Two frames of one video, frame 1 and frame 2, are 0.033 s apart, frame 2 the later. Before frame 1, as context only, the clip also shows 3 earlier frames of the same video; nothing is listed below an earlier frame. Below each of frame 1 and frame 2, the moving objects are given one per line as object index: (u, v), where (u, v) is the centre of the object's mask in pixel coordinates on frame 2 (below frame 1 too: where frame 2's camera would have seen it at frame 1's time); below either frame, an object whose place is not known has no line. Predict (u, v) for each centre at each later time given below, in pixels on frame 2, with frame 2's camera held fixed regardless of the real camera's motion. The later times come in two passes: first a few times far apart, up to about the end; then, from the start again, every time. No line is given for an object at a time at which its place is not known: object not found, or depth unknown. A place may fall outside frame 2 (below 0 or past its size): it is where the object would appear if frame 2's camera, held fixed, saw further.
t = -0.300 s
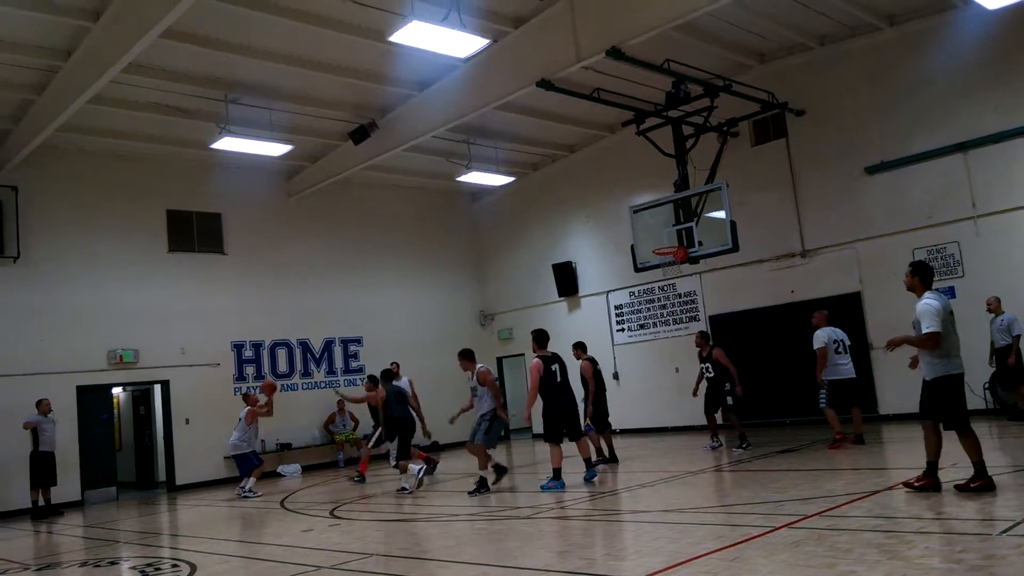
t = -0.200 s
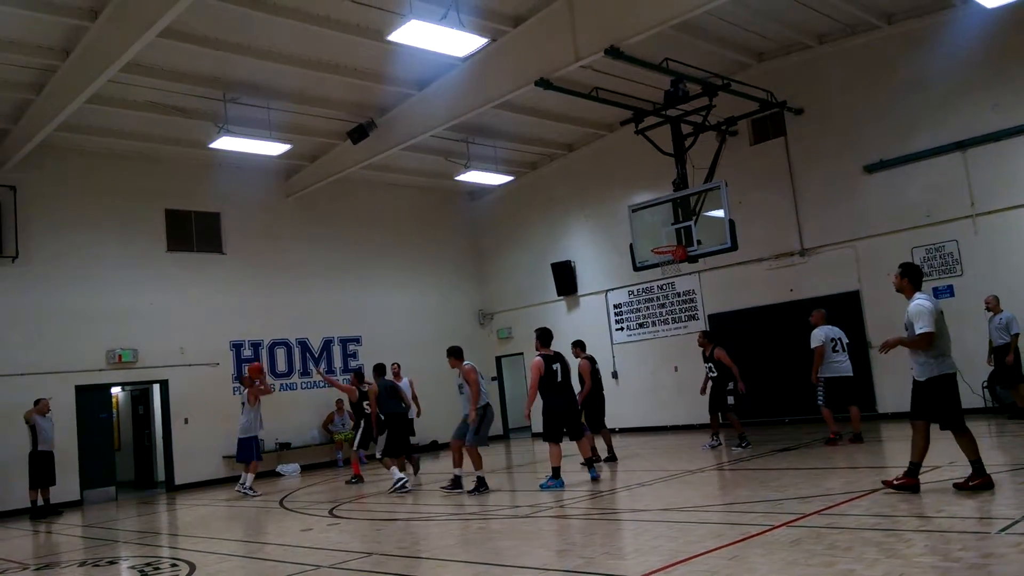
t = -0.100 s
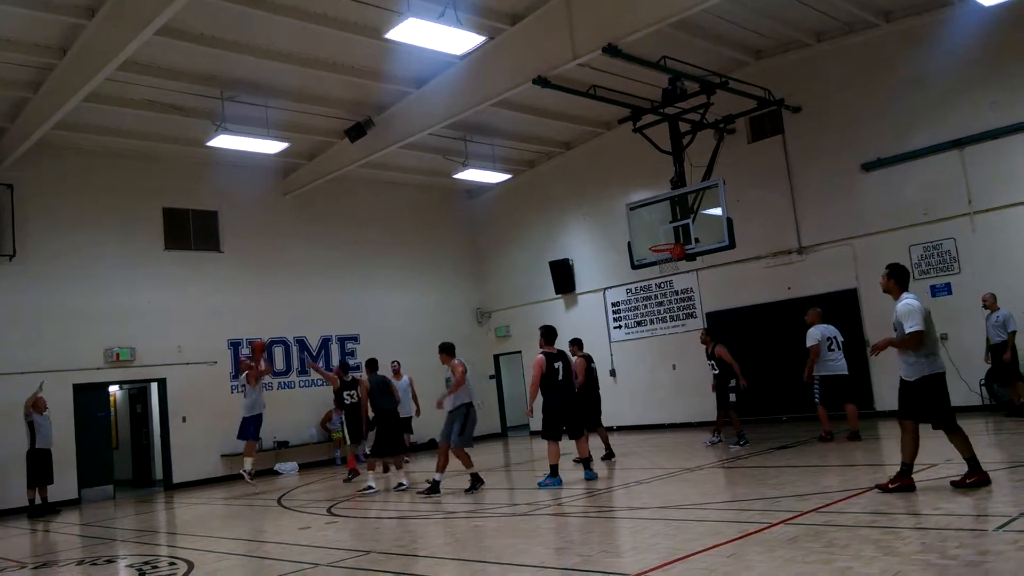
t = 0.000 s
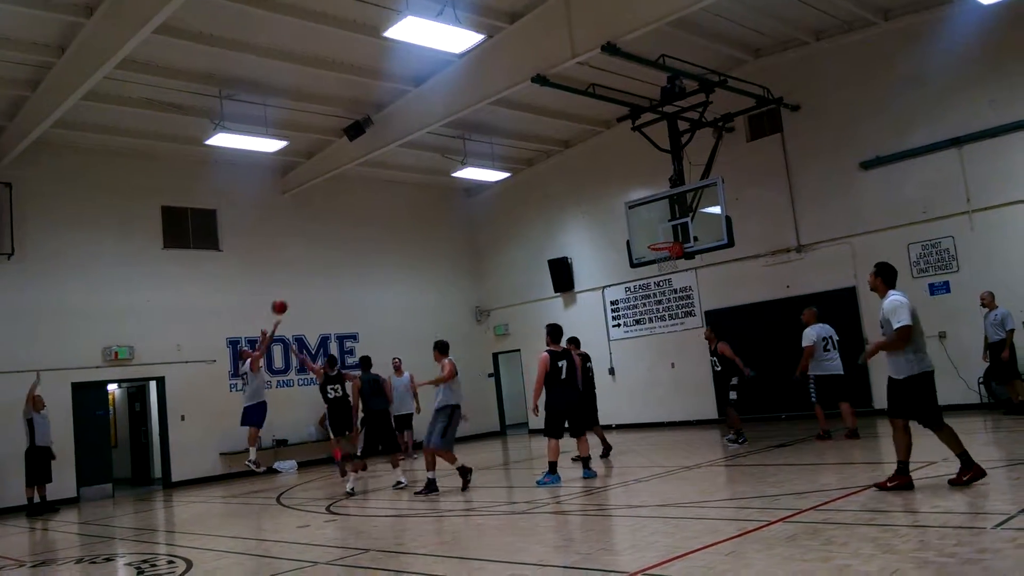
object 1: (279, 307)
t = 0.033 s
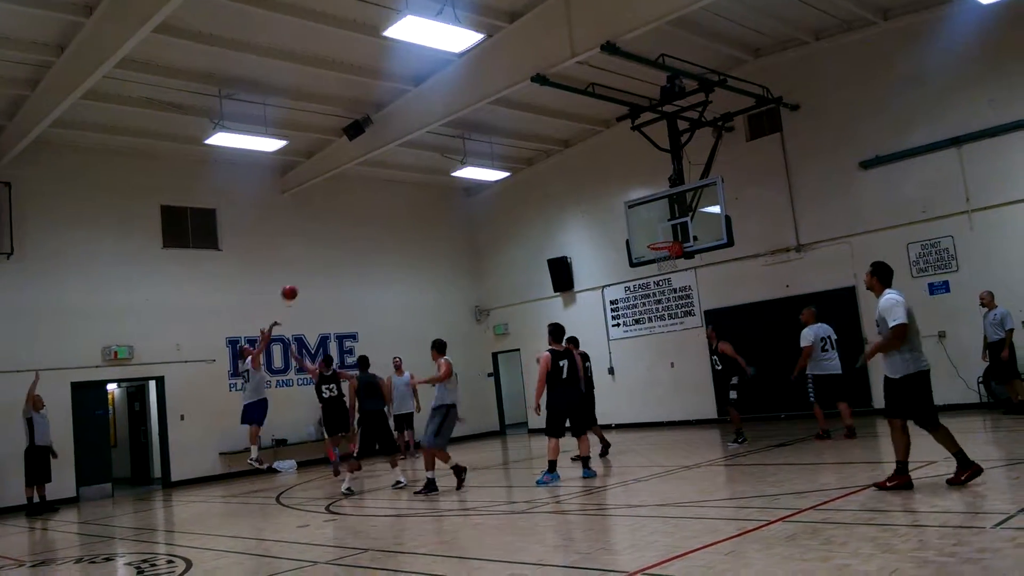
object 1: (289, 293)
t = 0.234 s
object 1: (353, 226)
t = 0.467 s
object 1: (428, 179)
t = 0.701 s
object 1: (505, 165)
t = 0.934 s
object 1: (583, 184)
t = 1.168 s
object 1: (666, 235)
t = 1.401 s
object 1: (597, 231)
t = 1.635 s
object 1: (521, 253)
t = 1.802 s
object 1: (471, 287)
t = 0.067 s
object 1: (300, 280)
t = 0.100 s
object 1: (311, 268)
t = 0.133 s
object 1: (322, 256)
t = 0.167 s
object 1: (332, 245)
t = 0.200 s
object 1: (343, 235)
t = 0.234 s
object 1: (353, 226)
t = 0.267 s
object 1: (364, 217)
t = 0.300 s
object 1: (375, 209)
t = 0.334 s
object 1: (385, 201)
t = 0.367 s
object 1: (396, 195)
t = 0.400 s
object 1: (407, 188)
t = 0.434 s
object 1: (418, 183)
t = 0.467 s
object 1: (428, 179)
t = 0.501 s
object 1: (439, 174)
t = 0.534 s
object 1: (450, 171)
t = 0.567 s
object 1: (460, 168)
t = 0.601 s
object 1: (471, 166)
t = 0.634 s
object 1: (483, 164)
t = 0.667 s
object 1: (494, 164)
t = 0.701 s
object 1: (505, 165)
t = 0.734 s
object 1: (516, 165)
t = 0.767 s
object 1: (526, 167)
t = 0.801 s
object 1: (538, 169)
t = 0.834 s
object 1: (549, 172)
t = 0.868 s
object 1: (561, 175)
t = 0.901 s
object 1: (572, 179)
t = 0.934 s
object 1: (583, 184)
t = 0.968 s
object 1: (595, 189)
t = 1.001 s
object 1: (607, 195)
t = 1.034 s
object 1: (619, 202)
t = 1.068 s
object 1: (630, 208)
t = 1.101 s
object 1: (643, 217)
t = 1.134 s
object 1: (655, 226)
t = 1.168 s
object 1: (666, 235)
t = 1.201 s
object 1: (667, 239)
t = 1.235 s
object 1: (656, 236)
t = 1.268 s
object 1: (644, 234)
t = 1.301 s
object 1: (632, 232)
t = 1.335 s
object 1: (620, 232)
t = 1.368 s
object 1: (608, 231)
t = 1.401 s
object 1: (597, 231)
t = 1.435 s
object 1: (586, 232)
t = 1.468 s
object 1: (575, 234)
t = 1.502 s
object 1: (564, 236)
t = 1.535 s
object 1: (553, 240)
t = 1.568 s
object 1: (542, 244)
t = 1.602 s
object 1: (532, 248)
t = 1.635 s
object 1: (521, 253)
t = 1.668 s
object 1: (511, 259)
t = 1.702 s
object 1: (501, 265)
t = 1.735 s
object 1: (490, 272)
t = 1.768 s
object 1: (481, 279)
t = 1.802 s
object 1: (471, 287)
